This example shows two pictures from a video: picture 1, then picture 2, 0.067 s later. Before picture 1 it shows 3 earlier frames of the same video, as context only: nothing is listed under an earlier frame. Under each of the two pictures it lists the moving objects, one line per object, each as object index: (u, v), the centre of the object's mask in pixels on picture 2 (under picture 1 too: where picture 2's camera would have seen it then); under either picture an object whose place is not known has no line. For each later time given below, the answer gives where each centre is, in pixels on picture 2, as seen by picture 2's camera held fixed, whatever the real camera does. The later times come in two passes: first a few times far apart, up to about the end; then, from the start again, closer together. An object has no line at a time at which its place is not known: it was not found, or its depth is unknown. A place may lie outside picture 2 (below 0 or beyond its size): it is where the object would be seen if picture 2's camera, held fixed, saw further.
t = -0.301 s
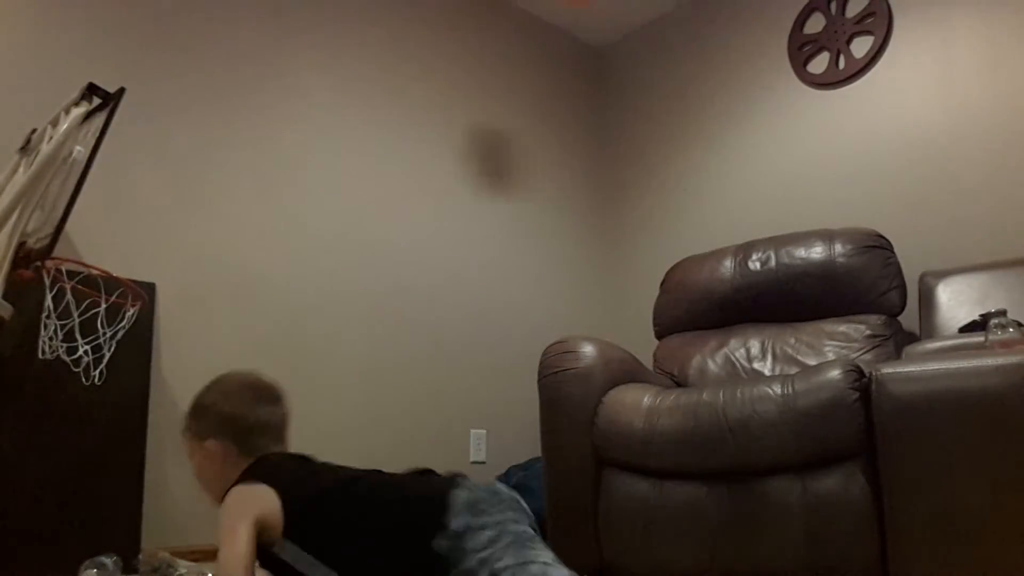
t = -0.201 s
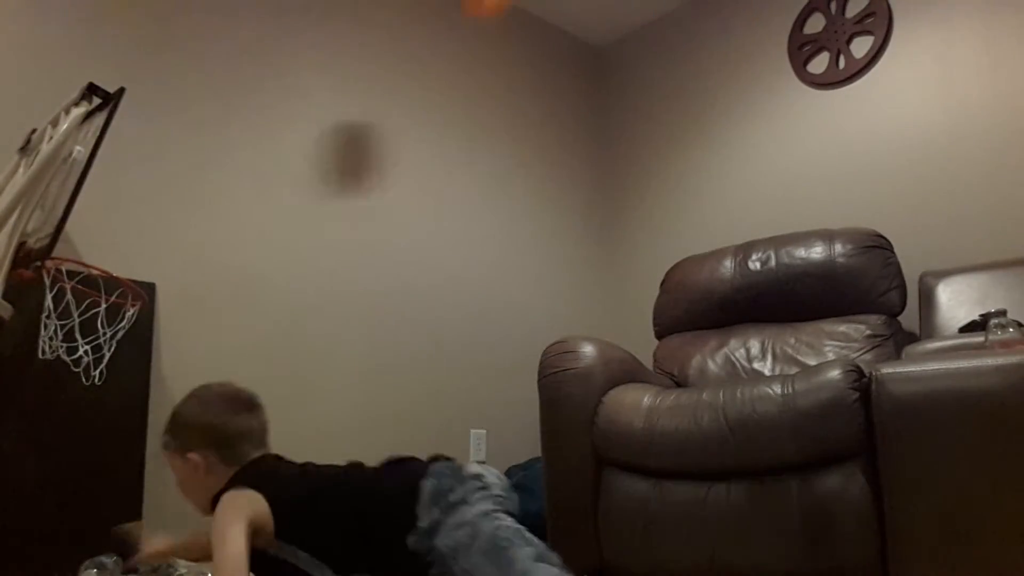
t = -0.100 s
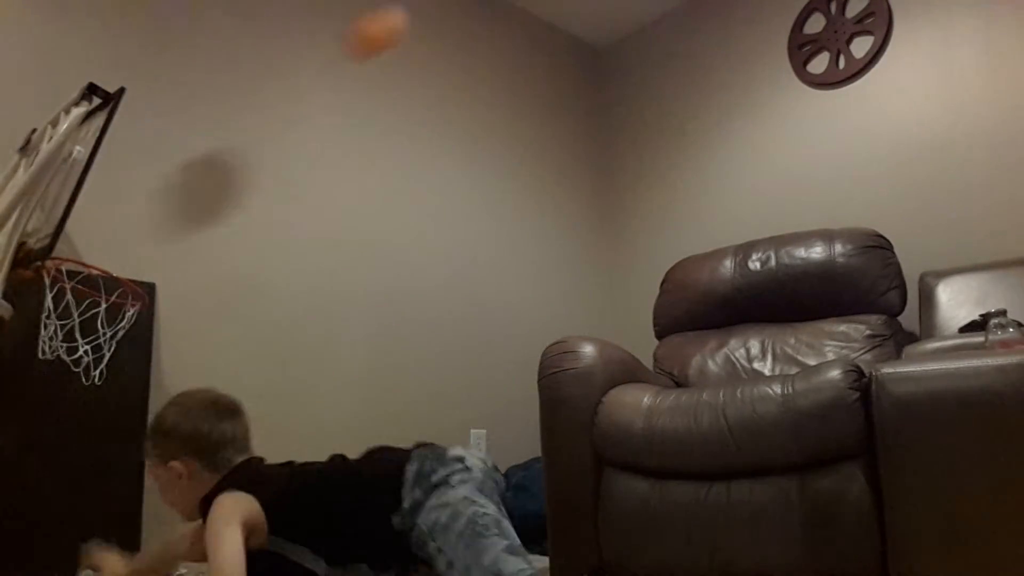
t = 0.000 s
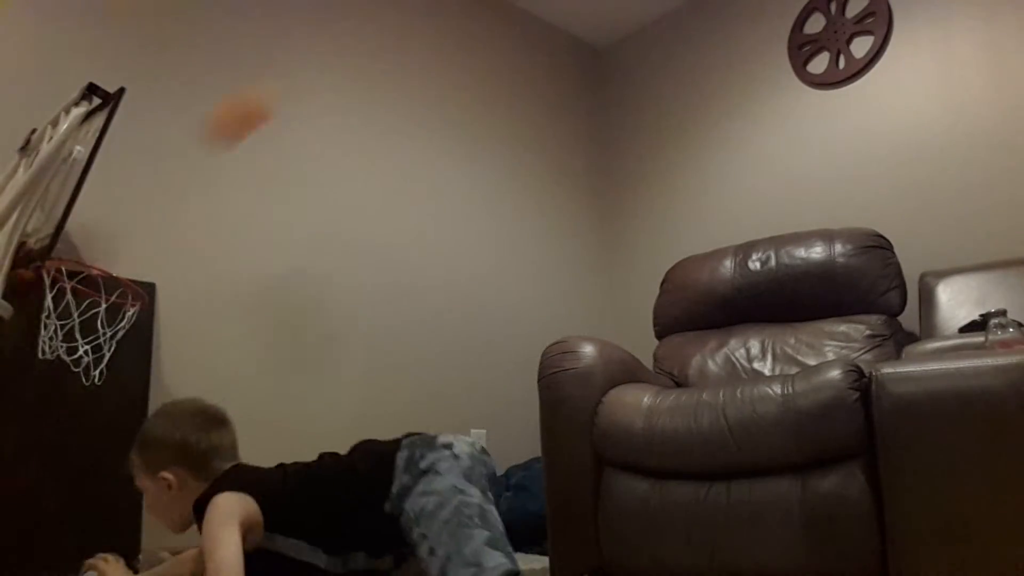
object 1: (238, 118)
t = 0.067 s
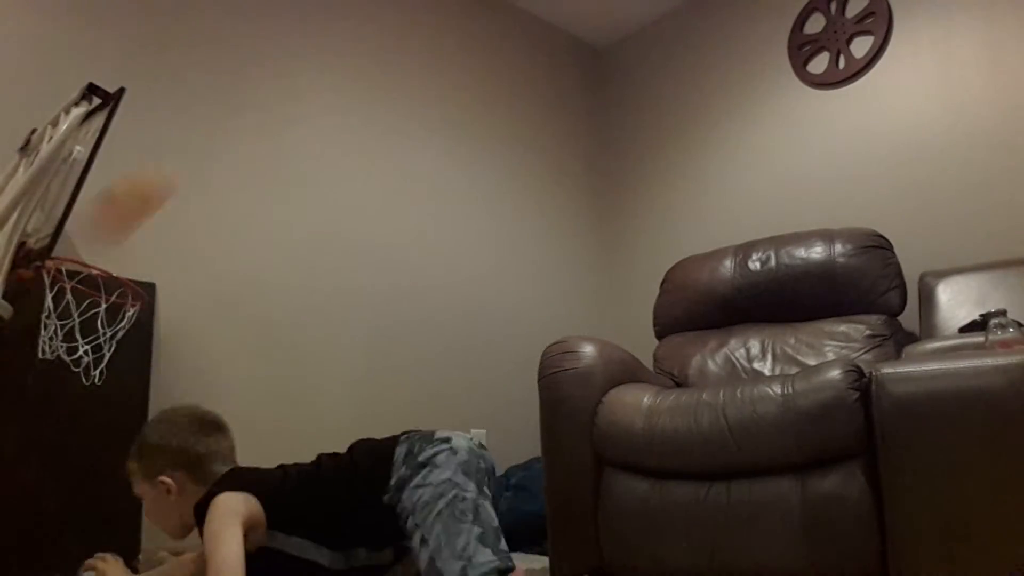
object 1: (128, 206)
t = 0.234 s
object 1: (68, 249)
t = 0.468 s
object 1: (94, 243)
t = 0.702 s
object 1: (95, 277)
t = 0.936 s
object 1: (112, 350)
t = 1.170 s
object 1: (133, 522)
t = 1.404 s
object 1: (163, 443)
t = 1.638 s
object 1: (166, 543)
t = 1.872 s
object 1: (164, 542)
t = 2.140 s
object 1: (141, 549)
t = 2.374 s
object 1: (131, 550)
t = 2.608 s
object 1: (133, 550)
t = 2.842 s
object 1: (133, 551)
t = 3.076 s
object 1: (133, 551)
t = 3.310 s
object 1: (133, 551)
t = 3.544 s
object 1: (133, 551)
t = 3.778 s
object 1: (133, 550)
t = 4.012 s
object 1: (133, 551)
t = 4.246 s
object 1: (133, 550)
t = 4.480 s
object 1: (133, 550)
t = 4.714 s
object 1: (133, 551)
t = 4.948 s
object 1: (134, 551)
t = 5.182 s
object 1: (134, 551)
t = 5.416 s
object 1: (133, 551)
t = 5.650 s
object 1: (133, 551)
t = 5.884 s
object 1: (133, 551)
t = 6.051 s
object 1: (133, 551)
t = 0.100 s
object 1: (82, 243)
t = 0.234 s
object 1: (68, 249)
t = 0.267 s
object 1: (72, 253)
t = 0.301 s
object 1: (75, 249)
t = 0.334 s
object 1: (77, 247)
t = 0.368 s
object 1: (80, 240)
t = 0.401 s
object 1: (86, 238)
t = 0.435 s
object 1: (90, 239)
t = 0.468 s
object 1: (94, 243)
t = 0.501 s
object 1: (100, 248)
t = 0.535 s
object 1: (101, 267)
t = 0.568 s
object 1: (108, 280)
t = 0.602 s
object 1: (114, 287)
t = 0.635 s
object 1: (113, 287)
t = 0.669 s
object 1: (106, 281)
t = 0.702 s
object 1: (95, 277)
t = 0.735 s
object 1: (85, 274)
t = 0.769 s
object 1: (77, 277)
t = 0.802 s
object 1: (82, 284)
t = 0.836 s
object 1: (93, 295)
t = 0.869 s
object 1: (100, 306)
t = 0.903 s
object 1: (108, 327)
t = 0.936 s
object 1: (112, 350)
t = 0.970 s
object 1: (117, 379)
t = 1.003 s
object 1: (119, 408)
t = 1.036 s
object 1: (120, 446)
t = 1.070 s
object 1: (121, 490)
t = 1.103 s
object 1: (123, 534)
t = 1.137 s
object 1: (128, 546)
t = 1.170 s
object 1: (133, 522)
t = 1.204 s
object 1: (139, 496)
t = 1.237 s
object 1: (145, 476)
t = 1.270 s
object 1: (150, 460)
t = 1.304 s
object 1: (154, 448)
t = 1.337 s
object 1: (158, 443)
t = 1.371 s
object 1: (160, 440)
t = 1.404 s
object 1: (163, 443)
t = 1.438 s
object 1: (165, 450)
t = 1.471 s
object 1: (165, 463)
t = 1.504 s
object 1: (166, 480)
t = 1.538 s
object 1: (166, 504)
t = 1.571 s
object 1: (166, 530)
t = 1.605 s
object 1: (166, 551)
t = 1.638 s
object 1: (166, 543)
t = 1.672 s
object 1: (168, 528)
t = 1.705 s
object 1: (169, 518)
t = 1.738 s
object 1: (169, 513)
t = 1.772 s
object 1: (169, 513)
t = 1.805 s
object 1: (168, 517)
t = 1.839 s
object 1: (166, 528)
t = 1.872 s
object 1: (164, 542)
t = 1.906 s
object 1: (162, 550)
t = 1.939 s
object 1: (159, 546)
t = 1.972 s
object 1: (157, 544)
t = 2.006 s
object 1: (154, 545)
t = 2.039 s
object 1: (149, 549)
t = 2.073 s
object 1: (147, 550)
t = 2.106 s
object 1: (144, 549)
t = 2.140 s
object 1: (141, 549)
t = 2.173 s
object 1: (139, 549)
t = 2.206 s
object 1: (138, 550)
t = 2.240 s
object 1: (136, 550)
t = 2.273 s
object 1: (134, 549)
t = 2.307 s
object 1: (133, 550)
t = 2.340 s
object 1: (131, 550)
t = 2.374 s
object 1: (131, 550)
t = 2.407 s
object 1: (131, 550)
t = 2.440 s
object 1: (130, 550)
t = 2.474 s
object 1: (131, 550)
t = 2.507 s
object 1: (131, 550)
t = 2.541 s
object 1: (132, 550)
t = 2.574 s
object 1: (132, 550)
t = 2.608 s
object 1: (133, 550)
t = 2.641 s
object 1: (133, 550)
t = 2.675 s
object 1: (134, 550)
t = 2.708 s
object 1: (134, 550)
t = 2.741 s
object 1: (134, 551)
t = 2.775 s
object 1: (133, 551)
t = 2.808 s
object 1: (133, 551)
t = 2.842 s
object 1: (133, 551)
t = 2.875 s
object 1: (133, 550)
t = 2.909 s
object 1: (133, 550)
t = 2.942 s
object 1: (133, 551)
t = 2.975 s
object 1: (133, 551)
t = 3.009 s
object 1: (133, 551)
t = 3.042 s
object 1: (133, 551)
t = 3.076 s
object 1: (133, 551)
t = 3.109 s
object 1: (133, 551)
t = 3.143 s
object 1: (133, 551)
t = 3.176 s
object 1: (133, 550)
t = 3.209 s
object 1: (133, 550)
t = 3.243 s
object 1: (133, 550)
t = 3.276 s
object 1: (133, 550)
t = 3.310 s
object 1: (133, 551)
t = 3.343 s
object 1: (133, 550)
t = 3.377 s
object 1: (133, 551)
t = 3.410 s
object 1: (133, 550)
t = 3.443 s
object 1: (133, 550)
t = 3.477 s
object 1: (133, 550)
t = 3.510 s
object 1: (133, 551)
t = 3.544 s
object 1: (133, 551)
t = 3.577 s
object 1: (133, 551)
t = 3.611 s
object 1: (133, 551)
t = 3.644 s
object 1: (133, 550)
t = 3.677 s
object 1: (133, 550)
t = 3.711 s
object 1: (133, 551)
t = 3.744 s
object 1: (133, 550)
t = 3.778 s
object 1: (133, 550)
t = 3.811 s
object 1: (133, 550)
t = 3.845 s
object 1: (133, 551)
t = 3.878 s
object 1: (133, 551)
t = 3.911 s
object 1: (133, 551)
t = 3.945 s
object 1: (133, 551)
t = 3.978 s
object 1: (133, 551)
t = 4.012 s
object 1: (133, 551)
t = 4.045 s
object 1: (133, 551)
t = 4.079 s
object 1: (133, 551)
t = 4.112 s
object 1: (133, 551)
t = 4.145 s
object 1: (133, 550)
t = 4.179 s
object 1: (133, 550)
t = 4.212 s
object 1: (133, 550)
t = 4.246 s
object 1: (133, 550)
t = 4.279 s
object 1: (133, 550)
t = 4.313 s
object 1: (133, 551)
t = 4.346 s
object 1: (133, 551)
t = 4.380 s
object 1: (133, 551)
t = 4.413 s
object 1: (133, 551)
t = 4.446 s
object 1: (133, 550)
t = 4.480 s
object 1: (133, 550)
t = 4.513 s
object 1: (133, 550)
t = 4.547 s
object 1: (133, 550)
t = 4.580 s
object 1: (133, 551)
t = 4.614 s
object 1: (133, 551)
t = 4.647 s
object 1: (133, 550)
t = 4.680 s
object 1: (133, 551)
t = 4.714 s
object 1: (133, 551)
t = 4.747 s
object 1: (134, 551)
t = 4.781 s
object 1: (134, 551)
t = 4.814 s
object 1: (134, 551)
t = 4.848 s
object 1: (134, 551)
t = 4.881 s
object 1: (134, 551)
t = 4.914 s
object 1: (133, 551)
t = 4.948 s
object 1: (134, 551)
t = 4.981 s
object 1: (133, 551)
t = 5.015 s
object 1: (134, 551)
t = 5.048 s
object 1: (134, 551)
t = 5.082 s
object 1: (134, 551)
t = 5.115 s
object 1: (134, 551)
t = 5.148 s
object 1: (134, 551)
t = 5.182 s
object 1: (134, 551)
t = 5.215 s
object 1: (134, 551)
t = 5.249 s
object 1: (133, 551)
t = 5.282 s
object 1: (133, 551)
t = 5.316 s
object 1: (134, 551)
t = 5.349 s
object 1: (134, 551)
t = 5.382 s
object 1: (134, 551)
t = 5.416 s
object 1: (133, 551)
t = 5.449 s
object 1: (133, 551)
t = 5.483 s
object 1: (133, 551)
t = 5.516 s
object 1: (133, 551)
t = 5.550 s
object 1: (133, 551)
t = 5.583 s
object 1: (133, 551)
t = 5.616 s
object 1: (133, 551)
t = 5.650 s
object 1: (133, 551)
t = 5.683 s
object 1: (133, 551)
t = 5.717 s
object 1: (133, 551)
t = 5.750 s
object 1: (133, 551)
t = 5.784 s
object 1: (133, 551)
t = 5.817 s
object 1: (133, 551)
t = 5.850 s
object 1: (133, 551)
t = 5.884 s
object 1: (133, 551)
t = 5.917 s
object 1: (134, 551)
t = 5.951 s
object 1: (133, 551)
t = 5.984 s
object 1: (133, 551)
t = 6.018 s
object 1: (133, 551)
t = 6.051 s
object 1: (133, 551)
